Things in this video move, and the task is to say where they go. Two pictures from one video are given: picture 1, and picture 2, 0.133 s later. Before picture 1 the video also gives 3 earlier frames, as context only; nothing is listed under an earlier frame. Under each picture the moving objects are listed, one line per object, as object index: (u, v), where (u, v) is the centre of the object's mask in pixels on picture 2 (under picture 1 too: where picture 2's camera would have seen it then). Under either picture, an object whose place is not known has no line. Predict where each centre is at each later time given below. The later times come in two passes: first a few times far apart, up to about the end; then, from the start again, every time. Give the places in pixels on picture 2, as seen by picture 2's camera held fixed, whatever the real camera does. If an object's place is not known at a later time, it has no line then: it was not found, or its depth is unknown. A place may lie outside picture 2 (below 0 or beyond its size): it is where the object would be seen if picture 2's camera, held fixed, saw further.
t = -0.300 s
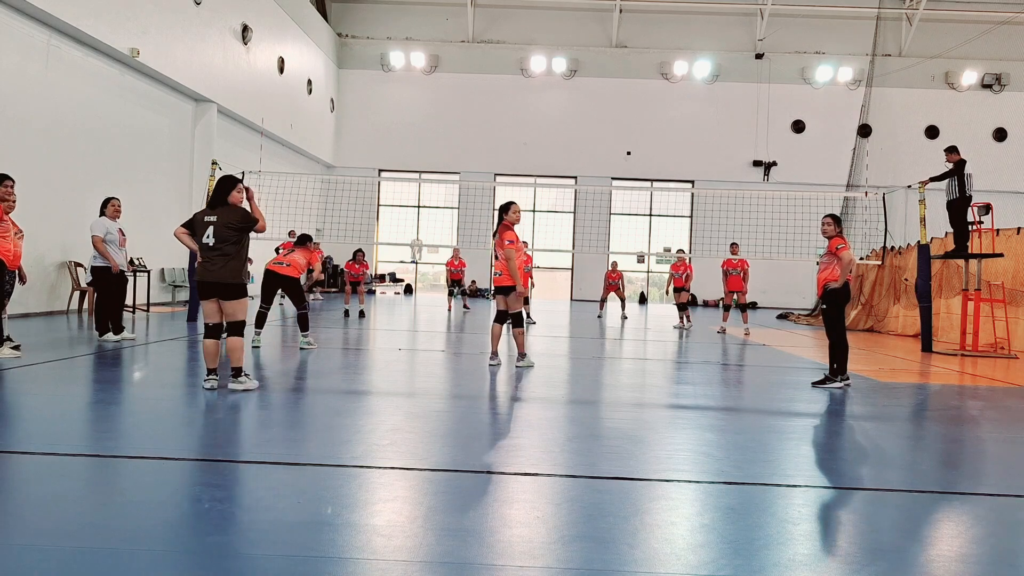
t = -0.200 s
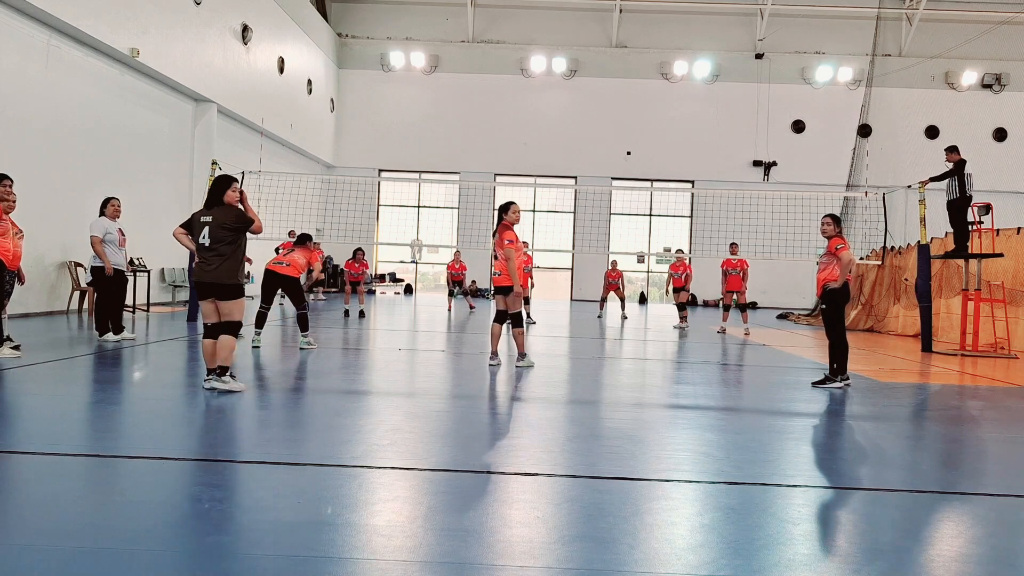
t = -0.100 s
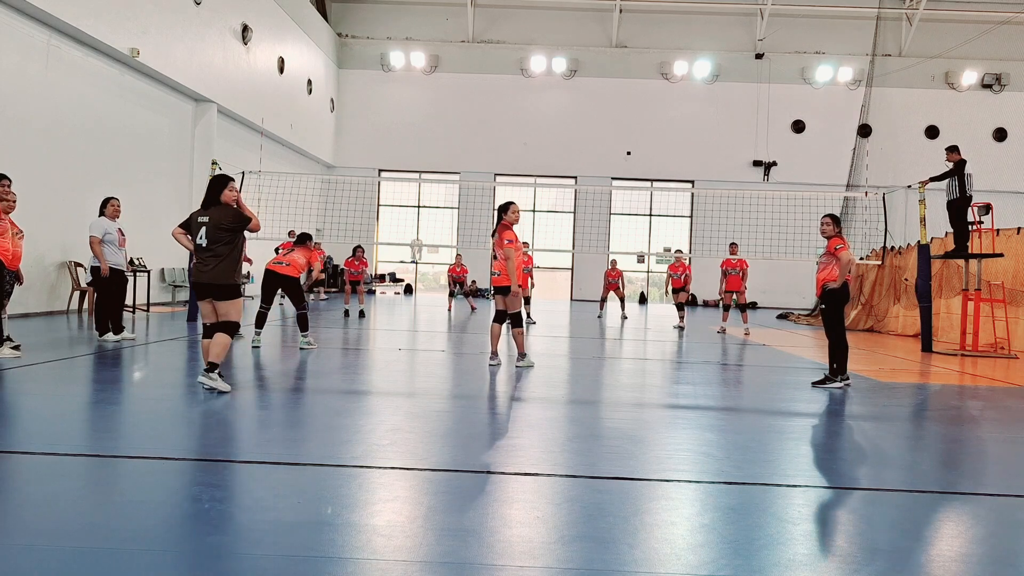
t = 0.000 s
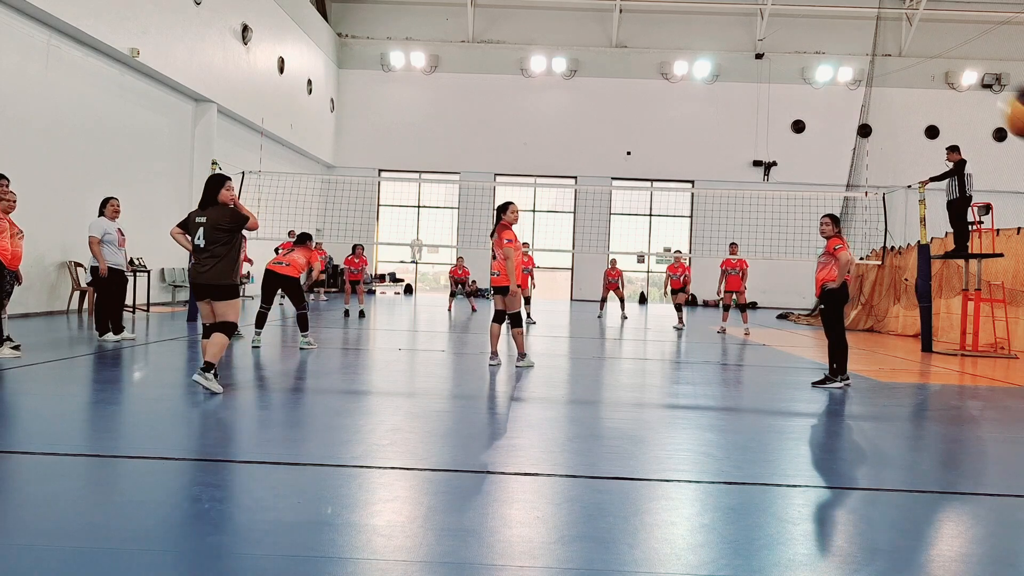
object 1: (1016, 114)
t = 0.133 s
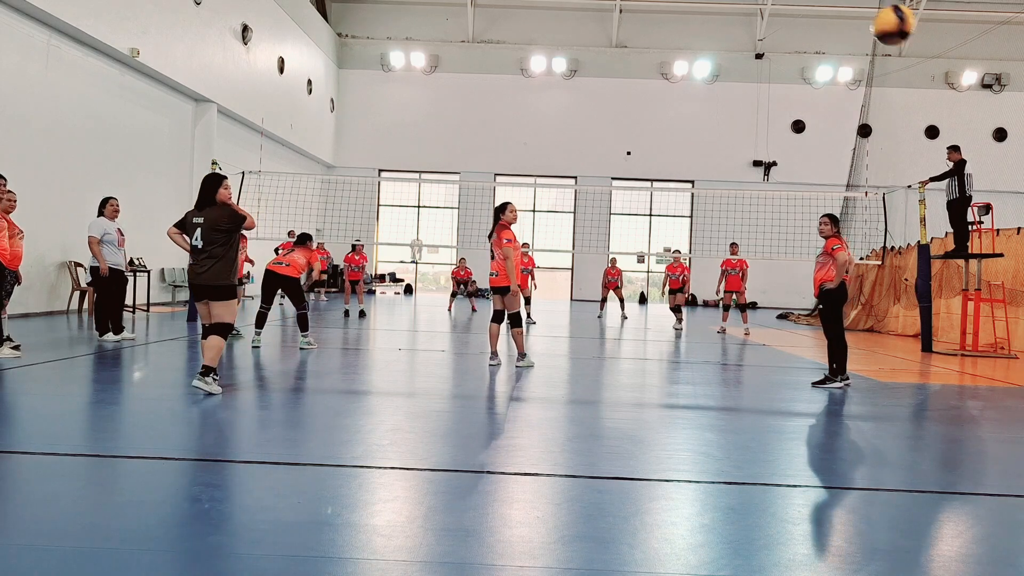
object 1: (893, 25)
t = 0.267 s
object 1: (829, 13)
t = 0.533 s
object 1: (773, 53)
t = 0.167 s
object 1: (873, 18)
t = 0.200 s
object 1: (855, 14)
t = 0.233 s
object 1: (841, 13)
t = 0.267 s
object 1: (829, 13)
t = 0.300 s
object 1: (819, 14)
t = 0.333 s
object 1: (809, 17)
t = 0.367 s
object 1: (801, 21)
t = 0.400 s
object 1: (795, 26)
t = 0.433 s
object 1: (788, 33)
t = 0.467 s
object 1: (783, 39)
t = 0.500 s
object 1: (778, 46)
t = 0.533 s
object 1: (773, 53)
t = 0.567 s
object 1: (770, 61)
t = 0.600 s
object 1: (766, 70)
